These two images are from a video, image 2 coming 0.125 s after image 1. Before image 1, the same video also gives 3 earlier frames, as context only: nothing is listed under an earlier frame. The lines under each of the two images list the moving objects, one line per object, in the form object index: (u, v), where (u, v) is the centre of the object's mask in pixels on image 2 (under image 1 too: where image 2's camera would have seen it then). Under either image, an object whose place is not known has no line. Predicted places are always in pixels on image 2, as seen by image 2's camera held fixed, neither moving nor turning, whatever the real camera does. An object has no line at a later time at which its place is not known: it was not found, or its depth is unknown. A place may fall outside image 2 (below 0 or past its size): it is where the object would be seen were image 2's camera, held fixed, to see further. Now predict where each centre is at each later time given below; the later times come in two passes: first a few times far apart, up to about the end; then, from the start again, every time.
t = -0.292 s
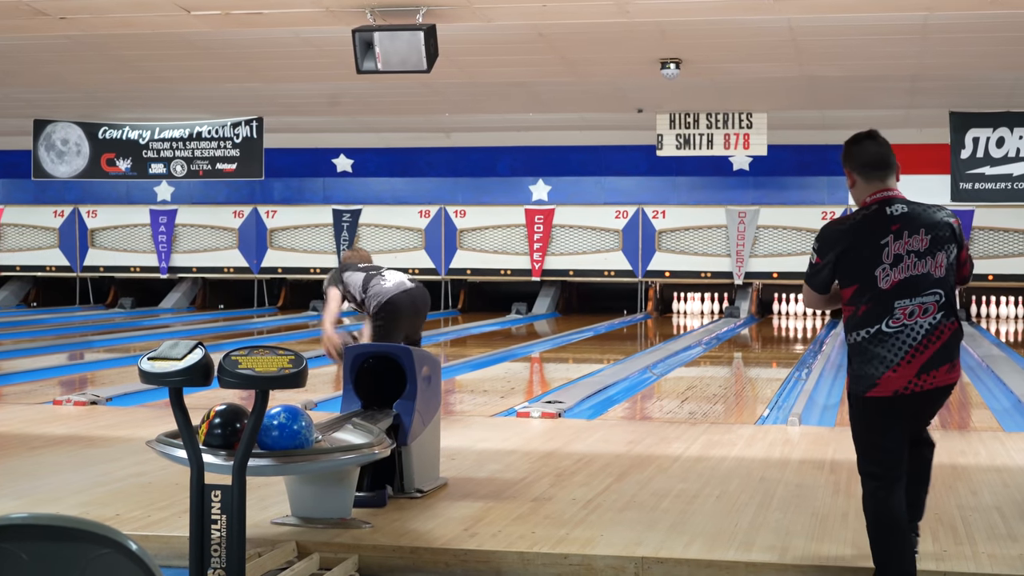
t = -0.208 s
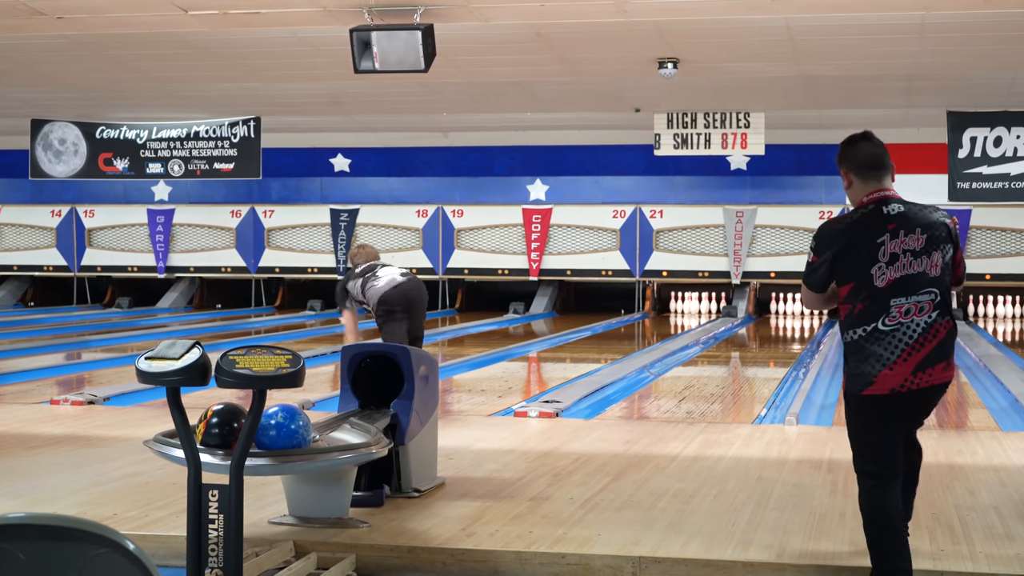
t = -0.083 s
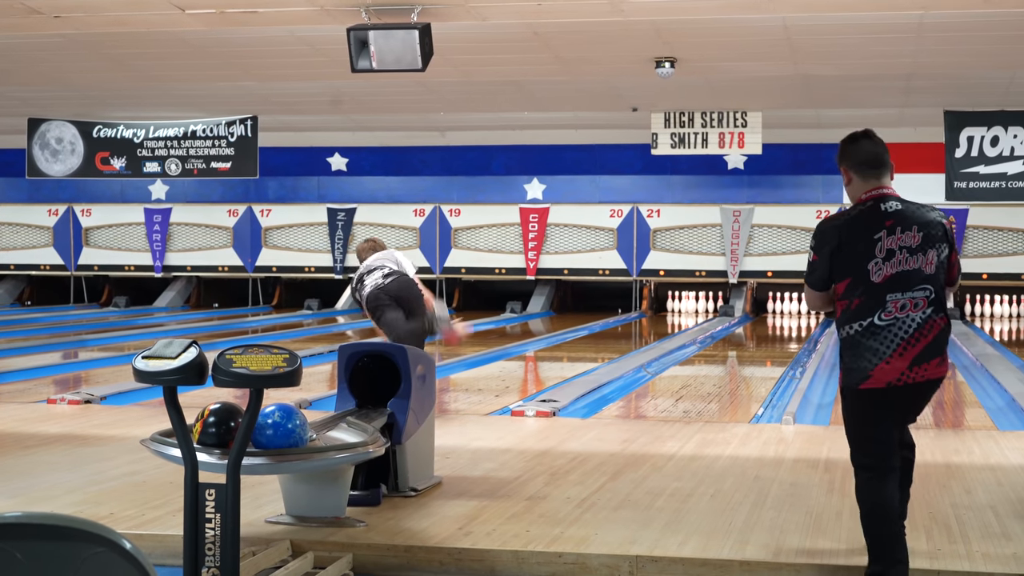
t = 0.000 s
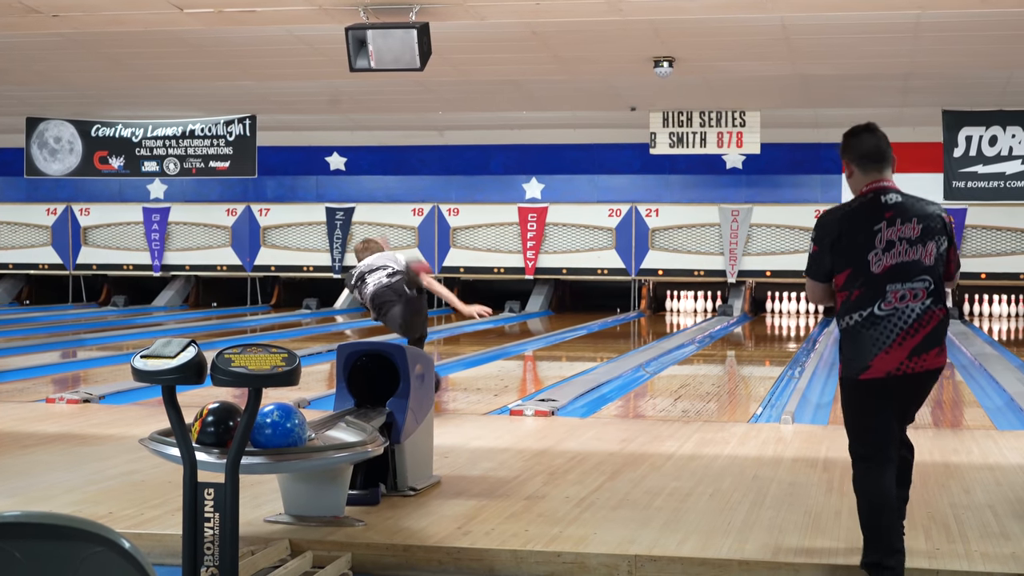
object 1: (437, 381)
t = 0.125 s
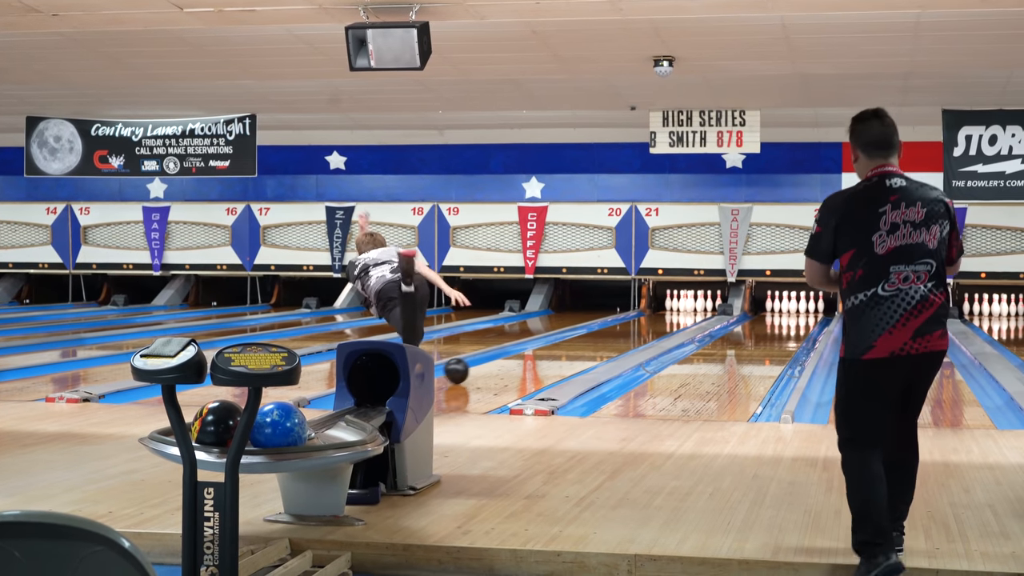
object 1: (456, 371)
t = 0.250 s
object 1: (482, 362)
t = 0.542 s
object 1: (530, 346)
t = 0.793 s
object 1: (562, 336)
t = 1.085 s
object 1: (594, 326)
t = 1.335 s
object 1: (616, 319)
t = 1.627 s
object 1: (640, 313)
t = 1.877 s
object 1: (660, 309)
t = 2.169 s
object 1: (681, 306)
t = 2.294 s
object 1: (685, 305)
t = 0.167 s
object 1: (465, 367)
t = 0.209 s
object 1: (474, 364)
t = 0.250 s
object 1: (482, 362)
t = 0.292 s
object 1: (490, 359)
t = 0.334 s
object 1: (497, 357)
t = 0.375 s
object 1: (504, 354)
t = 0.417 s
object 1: (511, 352)
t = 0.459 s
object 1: (517, 350)
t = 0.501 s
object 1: (524, 348)
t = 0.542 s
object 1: (530, 346)
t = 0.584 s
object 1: (536, 344)
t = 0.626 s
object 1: (541, 342)
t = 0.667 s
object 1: (547, 340)
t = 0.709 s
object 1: (552, 339)
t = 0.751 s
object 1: (557, 337)
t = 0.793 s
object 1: (562, 336)
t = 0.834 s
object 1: (567, 334)
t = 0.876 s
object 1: (572, 333)
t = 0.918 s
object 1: (577, 331)
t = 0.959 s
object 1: (581, 330)
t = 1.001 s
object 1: (585, 329)
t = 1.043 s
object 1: (589, 328)
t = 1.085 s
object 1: (594, 326)
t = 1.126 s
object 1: (597, 325)
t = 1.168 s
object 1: (601, 324)
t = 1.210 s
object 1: (605, 323)
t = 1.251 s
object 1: (609, 321)
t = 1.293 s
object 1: (613, 320)
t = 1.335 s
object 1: (616, 319)
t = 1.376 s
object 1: (619, 318)
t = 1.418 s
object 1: (623, 317)
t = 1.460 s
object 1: (626, 317)
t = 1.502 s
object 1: (630, 315)
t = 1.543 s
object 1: (633, 314)
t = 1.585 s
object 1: (637, 314)
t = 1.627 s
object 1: (640, 313)
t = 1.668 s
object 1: (644, 313)
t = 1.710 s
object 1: (647, 311)
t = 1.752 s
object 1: (652, 311)
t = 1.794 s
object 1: (655, 310)
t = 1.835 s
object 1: (657, 309)
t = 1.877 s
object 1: (660, 309)
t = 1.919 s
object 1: (664, 308)
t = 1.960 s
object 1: (669, 308)
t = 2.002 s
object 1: (672, 307)
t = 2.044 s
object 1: (675, 307)
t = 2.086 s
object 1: (679, 306)
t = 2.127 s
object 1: (681, 306)
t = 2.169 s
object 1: (681, 306)
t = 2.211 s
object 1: (680, 305)
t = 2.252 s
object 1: (684, 305)
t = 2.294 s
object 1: (685, 305)
